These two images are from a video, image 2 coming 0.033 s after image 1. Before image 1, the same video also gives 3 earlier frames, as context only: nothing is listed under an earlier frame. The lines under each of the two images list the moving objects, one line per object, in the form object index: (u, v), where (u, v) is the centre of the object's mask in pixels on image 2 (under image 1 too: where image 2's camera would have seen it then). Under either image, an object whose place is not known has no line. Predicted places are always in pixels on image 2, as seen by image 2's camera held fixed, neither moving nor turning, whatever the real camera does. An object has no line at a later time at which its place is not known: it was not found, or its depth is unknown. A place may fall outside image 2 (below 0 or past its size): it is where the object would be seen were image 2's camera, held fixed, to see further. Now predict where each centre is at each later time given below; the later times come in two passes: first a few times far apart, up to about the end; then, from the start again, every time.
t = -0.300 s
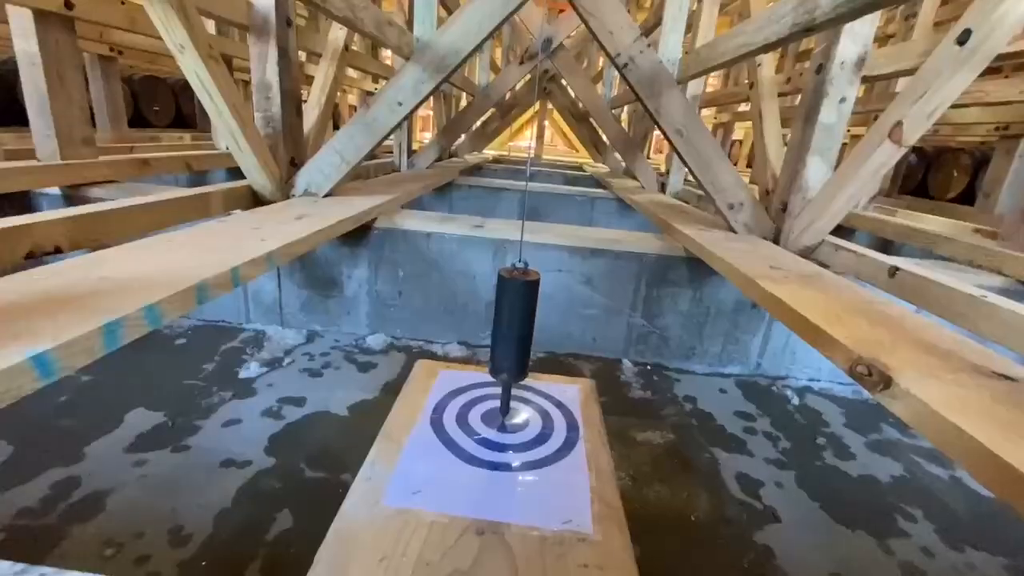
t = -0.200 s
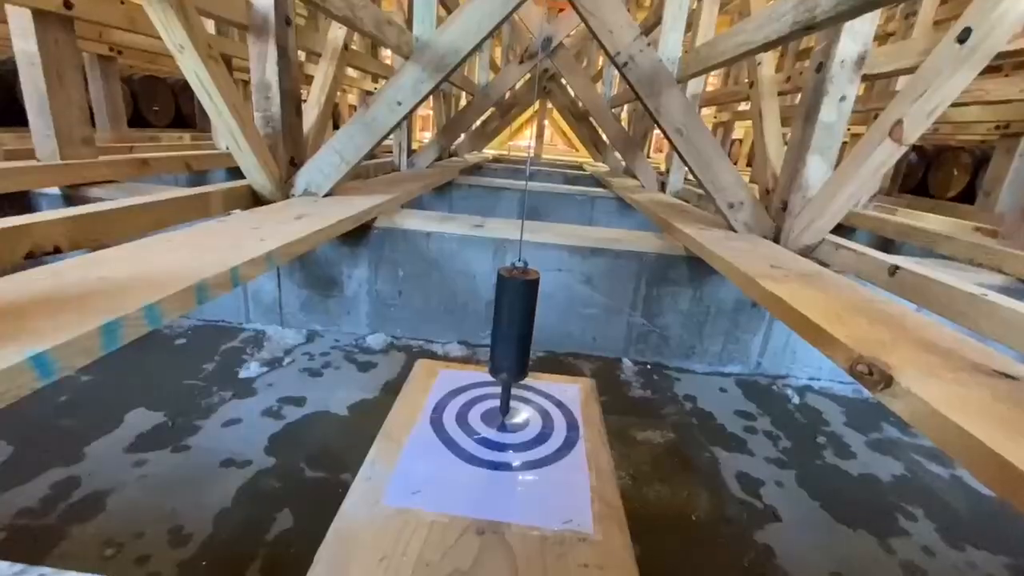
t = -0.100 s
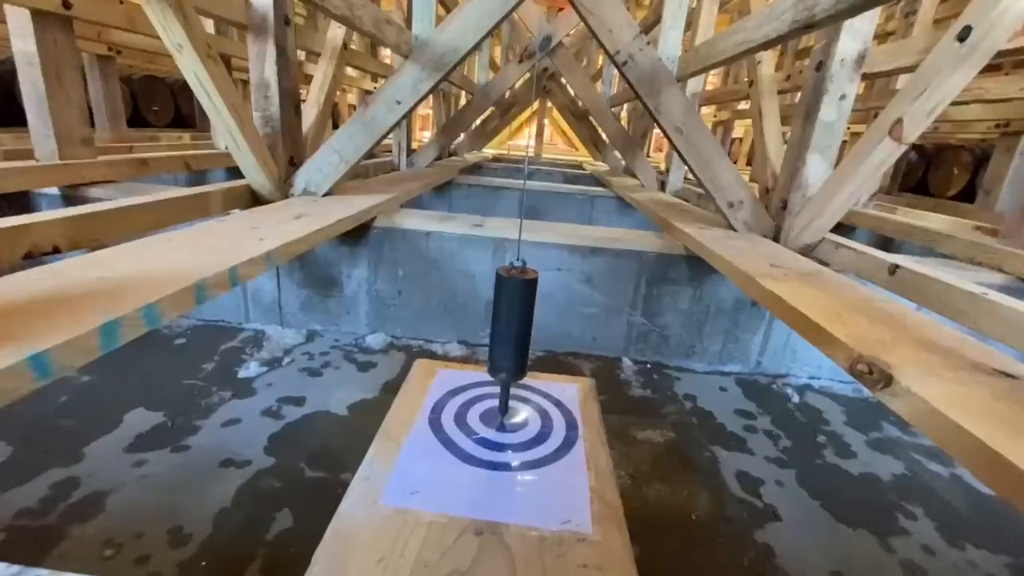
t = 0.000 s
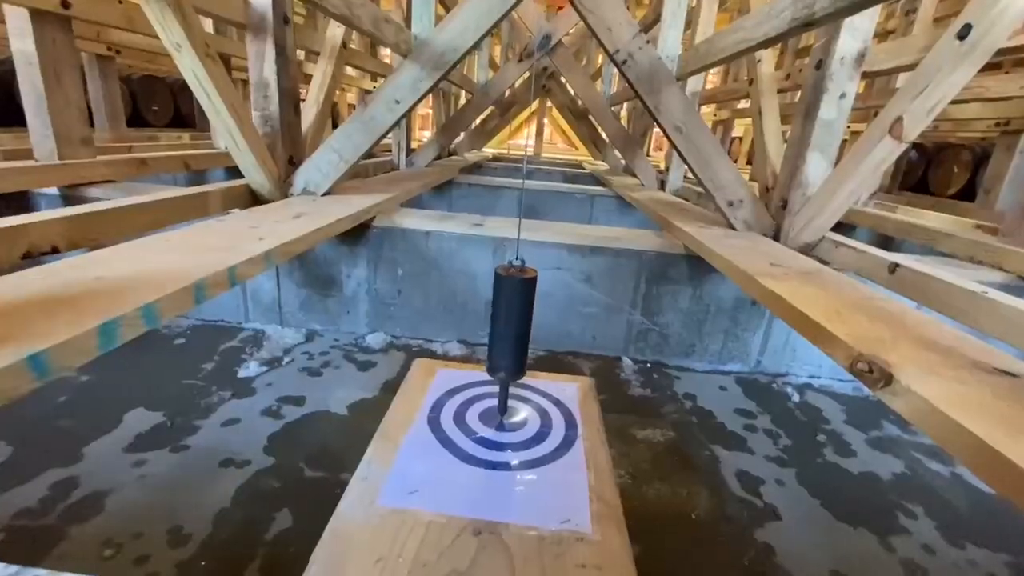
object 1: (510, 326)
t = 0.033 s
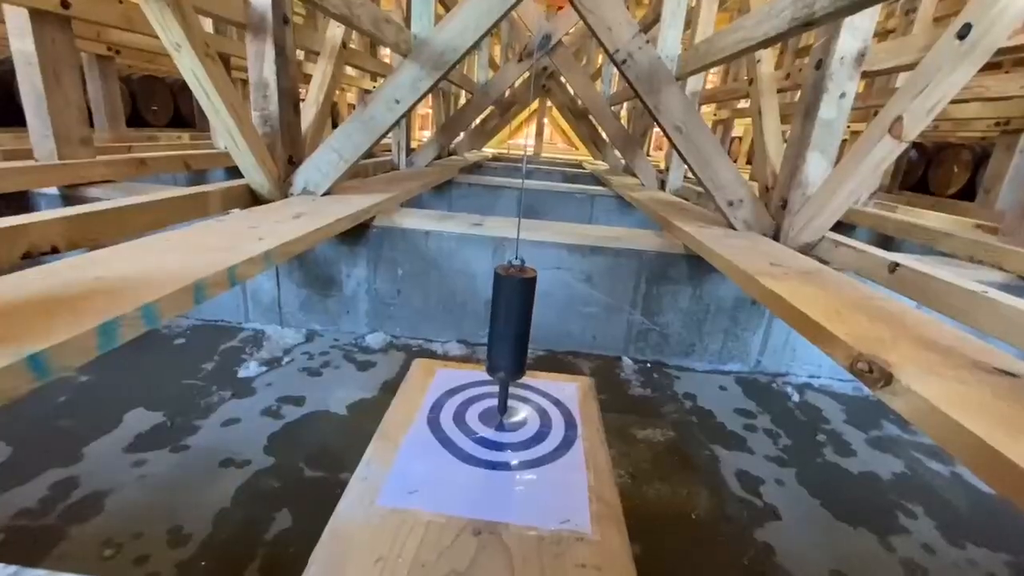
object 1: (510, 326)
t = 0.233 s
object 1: (509, 326)
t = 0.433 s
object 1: (509, 326)
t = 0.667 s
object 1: (509, 326)
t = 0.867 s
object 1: (509, 326)
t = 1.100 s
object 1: (509, 327)
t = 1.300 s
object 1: (509, 327)
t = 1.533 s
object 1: (509, 326)
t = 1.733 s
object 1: (508, 327)
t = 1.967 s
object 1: (507, 327)
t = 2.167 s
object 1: (500, 327)
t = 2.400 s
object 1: (484, 326)
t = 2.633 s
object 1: (461, 327)
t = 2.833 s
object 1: (442, 328)
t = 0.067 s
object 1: (510, 326)
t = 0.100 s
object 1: (510, 326)
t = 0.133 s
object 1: (510, 326)
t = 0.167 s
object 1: (510, 326)
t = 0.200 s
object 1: (509, 326)
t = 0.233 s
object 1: (509, 326)
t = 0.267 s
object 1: (509, 326)
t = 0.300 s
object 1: (509, 326)
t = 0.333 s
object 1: (509, 326)
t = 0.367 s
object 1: (509, 326)
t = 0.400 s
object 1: (509, 326)
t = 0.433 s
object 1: (509, 326)
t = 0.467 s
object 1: (509, 326)
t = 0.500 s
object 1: (509, 326)
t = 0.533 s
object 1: (509, 326)
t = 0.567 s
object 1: (509, 326)
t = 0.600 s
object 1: (509, 326)
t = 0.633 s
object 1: (509, 326)
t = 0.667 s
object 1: (509, 326)
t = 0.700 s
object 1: (509, 326)
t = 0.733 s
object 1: (509, 326)
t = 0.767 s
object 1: (509, 326)
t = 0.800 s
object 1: (509, 326)
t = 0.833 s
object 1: (509, 326)
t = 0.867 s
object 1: (509, 326)
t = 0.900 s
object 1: (509, 326)
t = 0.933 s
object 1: (509, 326)
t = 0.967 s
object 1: (509, 326)
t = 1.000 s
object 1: (509, 326)
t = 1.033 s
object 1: (509, 327)
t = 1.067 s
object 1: (509, 327)
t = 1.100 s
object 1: (509, 327)
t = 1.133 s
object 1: (509, 327)
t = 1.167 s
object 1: (509, 327)
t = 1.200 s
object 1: (509, 327)
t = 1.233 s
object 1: (509, 327)
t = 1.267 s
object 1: (509, 327)
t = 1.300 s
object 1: (509, 327)
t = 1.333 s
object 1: (509, 326)
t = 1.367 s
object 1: (509, 326)
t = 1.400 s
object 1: (509, 326)
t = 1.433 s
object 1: (509, 326)
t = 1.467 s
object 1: (509, 326)
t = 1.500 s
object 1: (509, 326)
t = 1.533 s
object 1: (509, 326)
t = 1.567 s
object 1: (509, 326)
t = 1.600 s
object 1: (509, 326)
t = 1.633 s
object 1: (509, 326)
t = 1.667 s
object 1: (508, 326)
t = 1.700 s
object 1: (508, 326)
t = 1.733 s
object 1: (508, 327)
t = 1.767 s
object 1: (508, 327)
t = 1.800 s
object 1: (508, 327)
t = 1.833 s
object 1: (508, 327)
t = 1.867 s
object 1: (508, 326)
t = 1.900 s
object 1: (508, 327)
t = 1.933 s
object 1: (507, 326)
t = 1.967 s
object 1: (507, 327)
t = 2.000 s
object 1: (506, 326)
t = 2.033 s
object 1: (505, 326)
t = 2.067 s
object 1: (504, 326)
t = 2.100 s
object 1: (503, 326)
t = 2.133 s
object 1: (502, 327)
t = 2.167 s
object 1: (500, 327)
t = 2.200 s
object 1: (498, 326)
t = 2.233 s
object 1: (497, 326)
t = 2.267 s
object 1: (495, 326)
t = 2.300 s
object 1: (492, 326)
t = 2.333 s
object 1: (490, 326)
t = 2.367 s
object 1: (487, 327)
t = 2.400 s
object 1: (484, 326)
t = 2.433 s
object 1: (481, 327)
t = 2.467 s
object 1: (478, 327)
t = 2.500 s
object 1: (475, 327)
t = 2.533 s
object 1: (471, 327)
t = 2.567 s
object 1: (468, 327)
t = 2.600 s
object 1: (464, 327)
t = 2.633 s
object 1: (461, 327)
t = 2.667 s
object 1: (458, 327)
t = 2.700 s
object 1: (454, 327)
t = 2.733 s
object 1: (451, 327)
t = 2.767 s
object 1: (448, 327)
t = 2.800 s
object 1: (445, 327)
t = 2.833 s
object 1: (442, 328)
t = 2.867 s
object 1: (439, 328)
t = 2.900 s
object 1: (437, 328)
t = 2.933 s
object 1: (434, 328)
